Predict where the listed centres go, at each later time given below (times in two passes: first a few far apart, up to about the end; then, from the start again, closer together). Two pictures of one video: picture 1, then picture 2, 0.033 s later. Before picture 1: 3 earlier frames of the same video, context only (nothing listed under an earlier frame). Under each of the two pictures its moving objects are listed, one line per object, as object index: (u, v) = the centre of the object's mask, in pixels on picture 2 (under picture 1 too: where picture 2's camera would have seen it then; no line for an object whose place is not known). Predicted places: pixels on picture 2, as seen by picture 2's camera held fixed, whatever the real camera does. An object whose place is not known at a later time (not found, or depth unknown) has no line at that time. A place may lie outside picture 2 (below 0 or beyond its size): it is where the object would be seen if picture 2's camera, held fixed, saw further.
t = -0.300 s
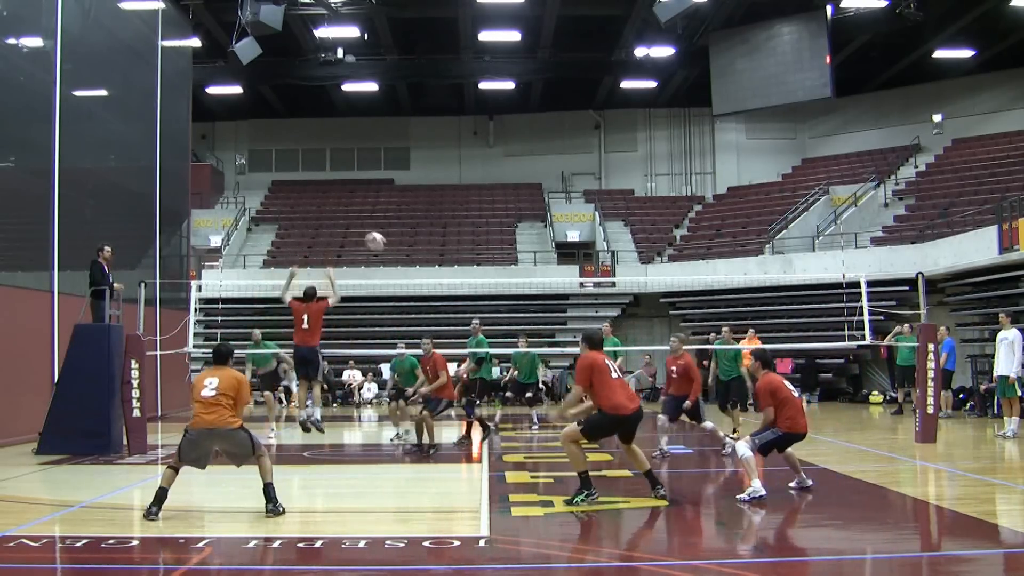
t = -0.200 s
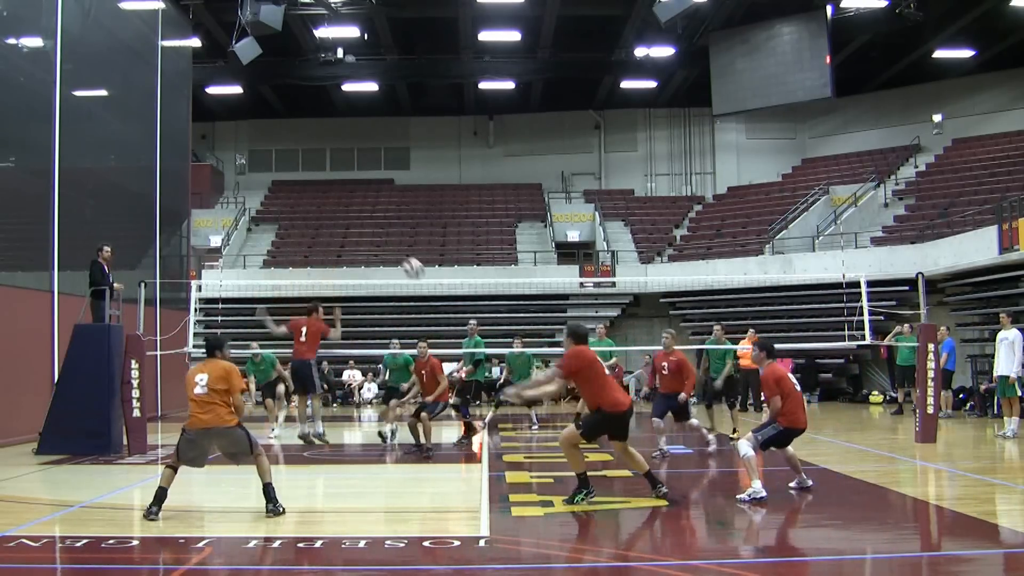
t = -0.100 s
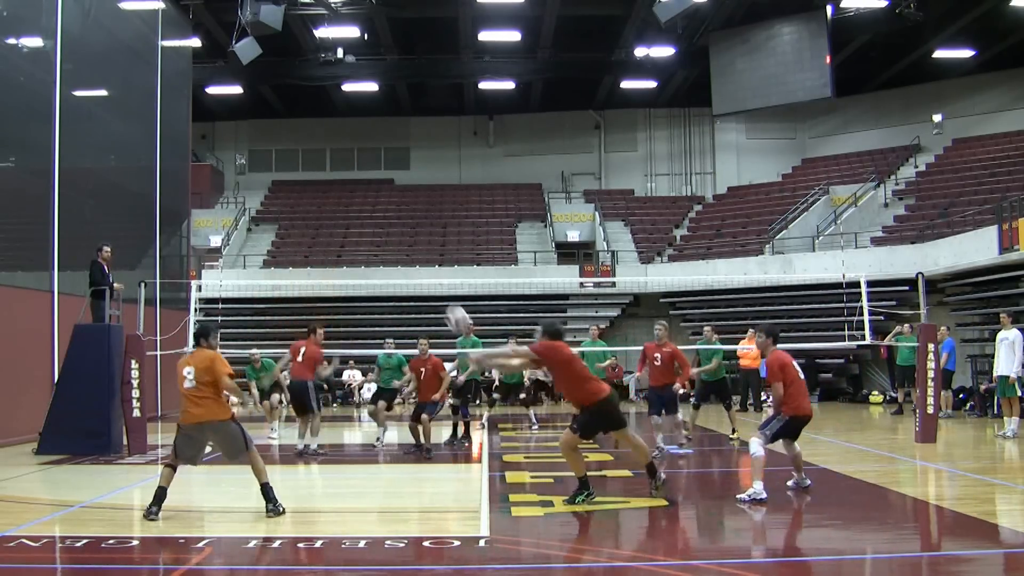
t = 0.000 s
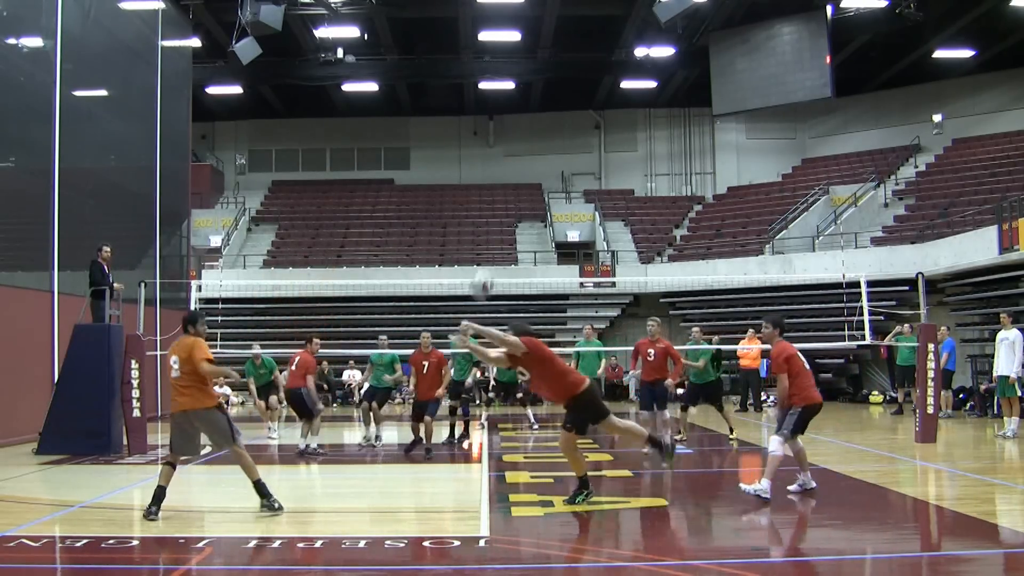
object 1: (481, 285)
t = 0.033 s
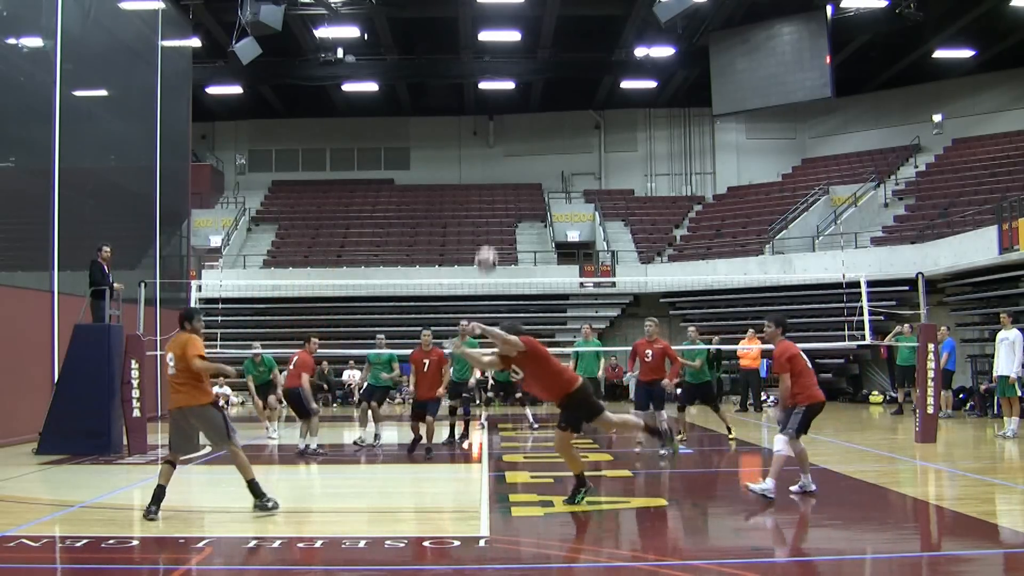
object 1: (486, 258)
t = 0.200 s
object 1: (507, 163)
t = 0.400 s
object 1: (531, 97)
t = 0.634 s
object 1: (558, 73)
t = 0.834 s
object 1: (580, 94)
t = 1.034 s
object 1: (600, 146)
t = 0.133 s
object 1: (498, 198)
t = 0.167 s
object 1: (503, 180)
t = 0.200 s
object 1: (507, 163)
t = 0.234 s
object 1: (510, 150)
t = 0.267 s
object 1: (515, 137)
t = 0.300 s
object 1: (519, 125)
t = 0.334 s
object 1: (522, 115)
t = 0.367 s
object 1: (527, 105)
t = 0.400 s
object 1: (531, 97)
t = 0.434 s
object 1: (534, 91)
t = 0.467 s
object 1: (538, 85)
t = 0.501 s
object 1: (542, 80)
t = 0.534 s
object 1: (546, 77)
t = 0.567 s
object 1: (550, 74)
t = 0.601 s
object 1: (554, 73)
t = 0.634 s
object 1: (558, 73)
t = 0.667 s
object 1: (561, 74)
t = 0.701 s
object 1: (565, 76)
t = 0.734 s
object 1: (569, 79)
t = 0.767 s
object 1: (572, 83)
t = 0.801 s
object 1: (576, 88)
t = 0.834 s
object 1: (580, 94)
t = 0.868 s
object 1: (583, 100)
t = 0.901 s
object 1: (587, 108)
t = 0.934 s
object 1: (590, 117)
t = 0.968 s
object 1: (594, 126)
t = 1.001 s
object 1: (596, 136)
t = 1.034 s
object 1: (600, 146)
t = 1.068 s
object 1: (604, 158)
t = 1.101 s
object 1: (607, 172)
